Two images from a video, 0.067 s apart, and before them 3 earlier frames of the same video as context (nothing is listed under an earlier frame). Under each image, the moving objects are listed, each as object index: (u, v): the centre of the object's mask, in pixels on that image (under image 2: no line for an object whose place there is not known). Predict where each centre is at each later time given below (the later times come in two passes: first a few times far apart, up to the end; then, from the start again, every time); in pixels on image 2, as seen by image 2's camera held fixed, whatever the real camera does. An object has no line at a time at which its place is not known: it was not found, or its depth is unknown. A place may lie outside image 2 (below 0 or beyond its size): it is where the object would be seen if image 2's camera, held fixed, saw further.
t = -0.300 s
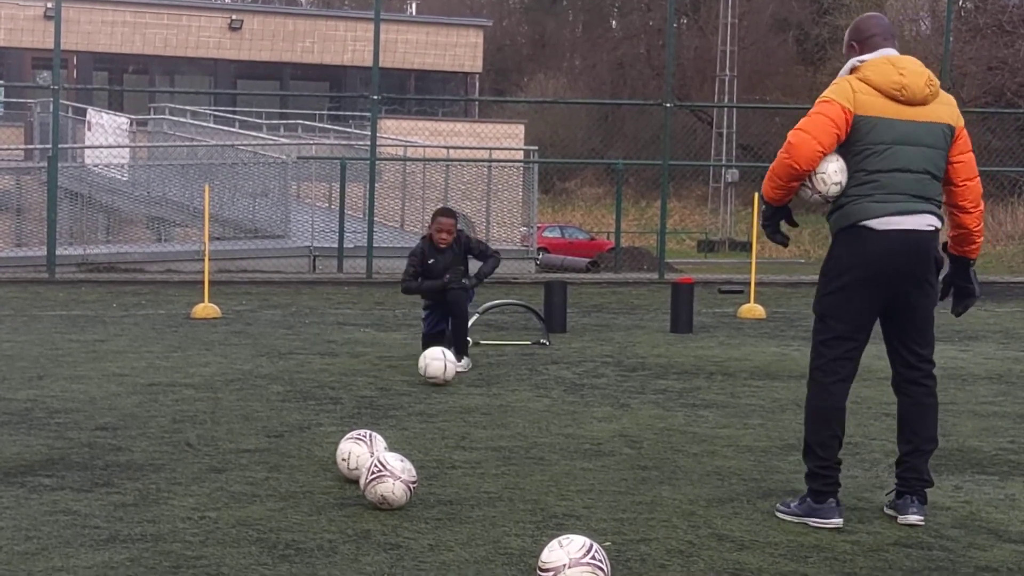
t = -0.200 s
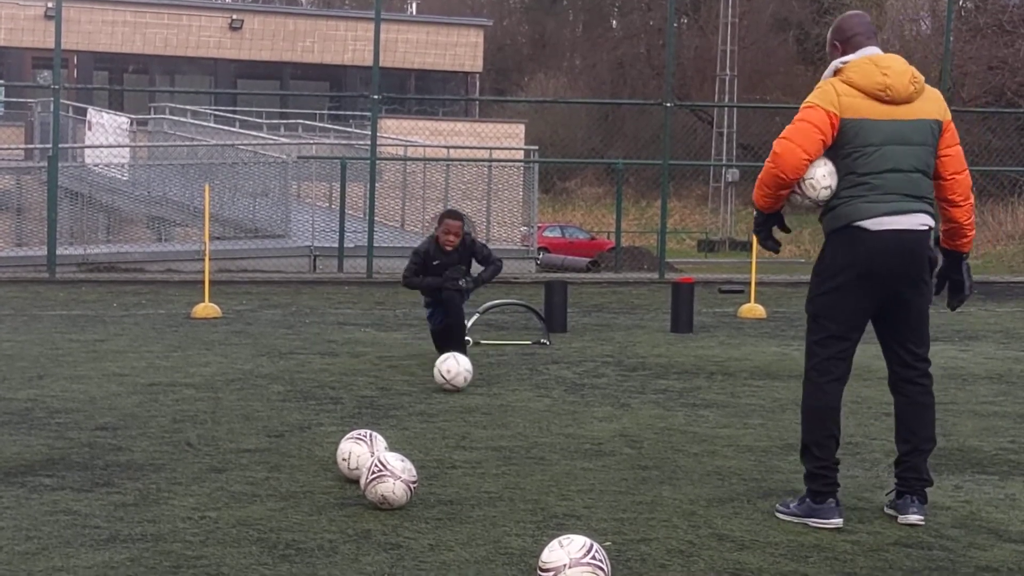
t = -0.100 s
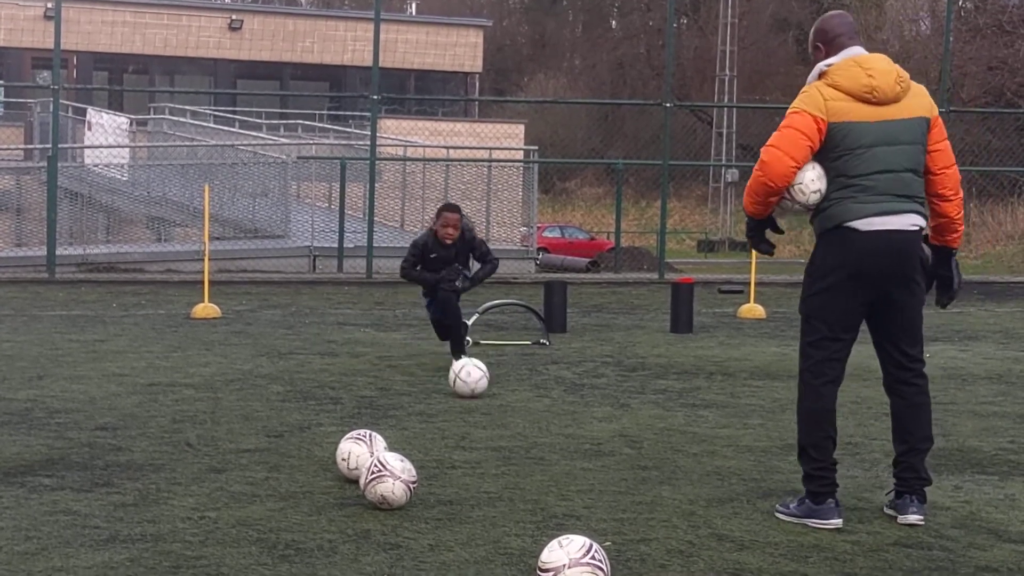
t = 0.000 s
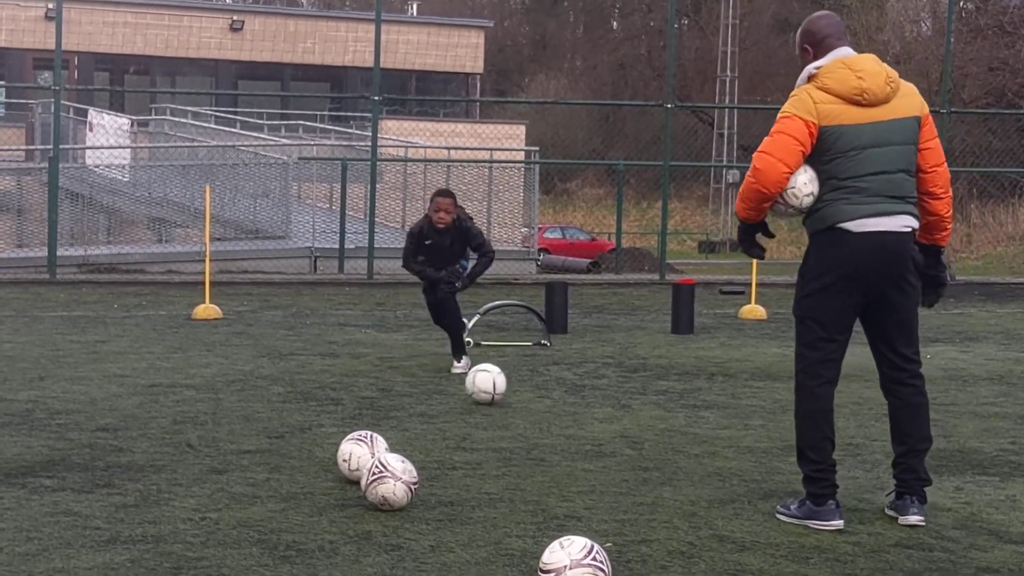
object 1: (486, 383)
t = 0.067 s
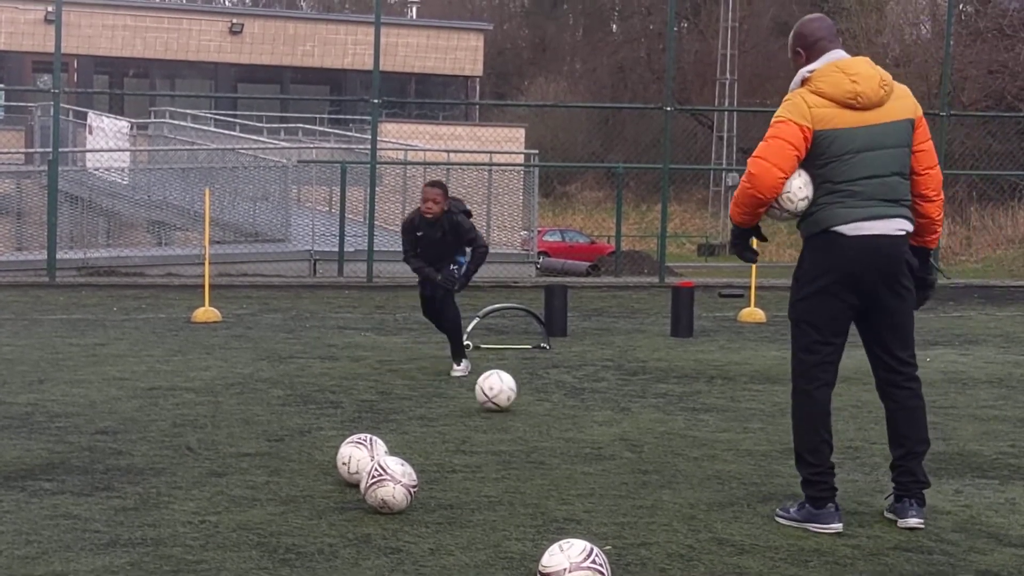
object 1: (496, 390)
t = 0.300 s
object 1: (535, 404)
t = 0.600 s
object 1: (587, 422)
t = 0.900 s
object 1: (641, 442)
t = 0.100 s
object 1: (502, 392)
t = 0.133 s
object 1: (507, 394)
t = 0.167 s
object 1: (513, 395)
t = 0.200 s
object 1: (518, 398)
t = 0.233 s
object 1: (524, 398)
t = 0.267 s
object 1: (529, 400)
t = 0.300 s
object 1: (535, 404)
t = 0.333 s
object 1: (541, 405)
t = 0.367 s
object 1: (546, 407)
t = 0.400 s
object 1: (552, 410)
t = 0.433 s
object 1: (558, 411)
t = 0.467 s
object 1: (564, 413)
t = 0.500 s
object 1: (569, 415)
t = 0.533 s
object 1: (575, 417)
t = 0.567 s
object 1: (581, 420)
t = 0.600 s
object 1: (587, 422)
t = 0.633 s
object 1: (593, 424)
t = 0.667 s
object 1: (599, 426)
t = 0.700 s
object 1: (605, 427)
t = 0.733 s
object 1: (611, 430)
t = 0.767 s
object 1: (617, 433)
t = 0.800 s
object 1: (623, 436)
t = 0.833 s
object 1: (629, 438)
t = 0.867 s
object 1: (635, 440)
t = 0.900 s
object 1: (641, 442)
